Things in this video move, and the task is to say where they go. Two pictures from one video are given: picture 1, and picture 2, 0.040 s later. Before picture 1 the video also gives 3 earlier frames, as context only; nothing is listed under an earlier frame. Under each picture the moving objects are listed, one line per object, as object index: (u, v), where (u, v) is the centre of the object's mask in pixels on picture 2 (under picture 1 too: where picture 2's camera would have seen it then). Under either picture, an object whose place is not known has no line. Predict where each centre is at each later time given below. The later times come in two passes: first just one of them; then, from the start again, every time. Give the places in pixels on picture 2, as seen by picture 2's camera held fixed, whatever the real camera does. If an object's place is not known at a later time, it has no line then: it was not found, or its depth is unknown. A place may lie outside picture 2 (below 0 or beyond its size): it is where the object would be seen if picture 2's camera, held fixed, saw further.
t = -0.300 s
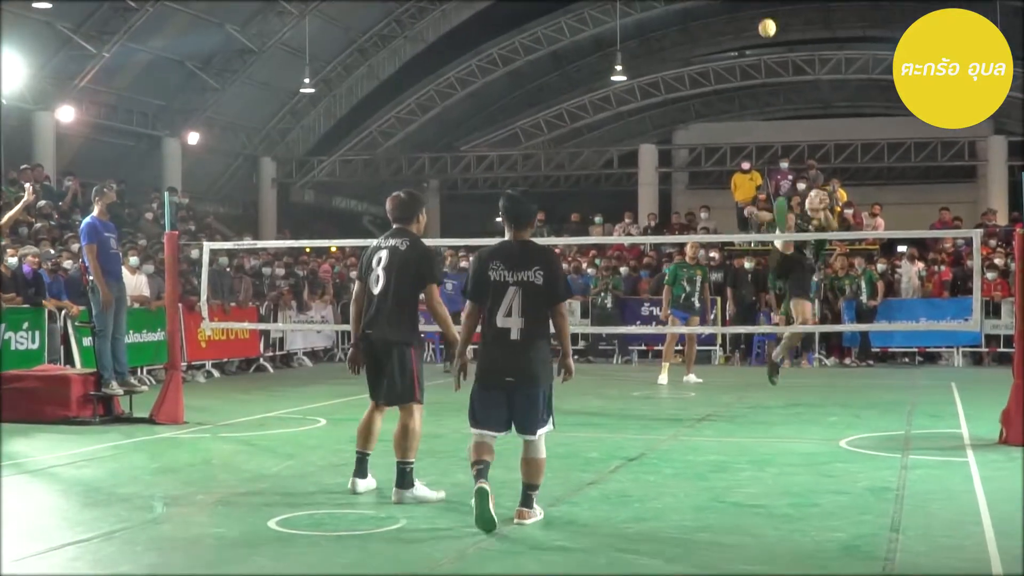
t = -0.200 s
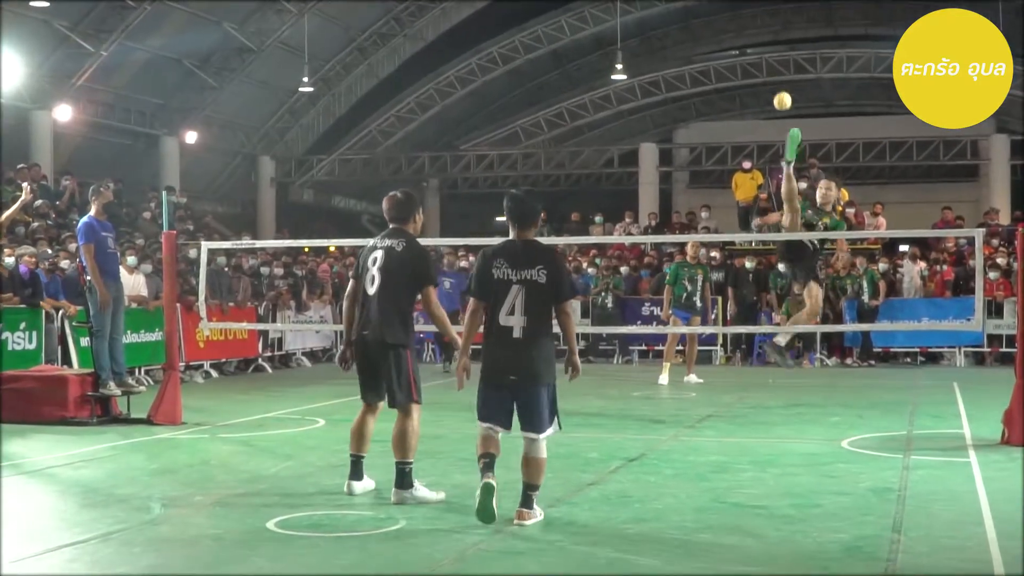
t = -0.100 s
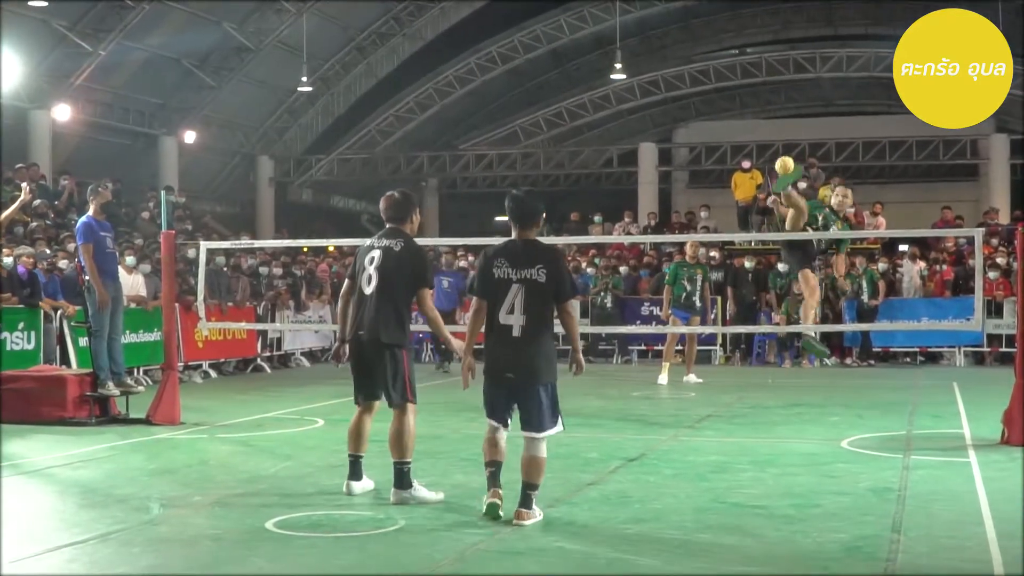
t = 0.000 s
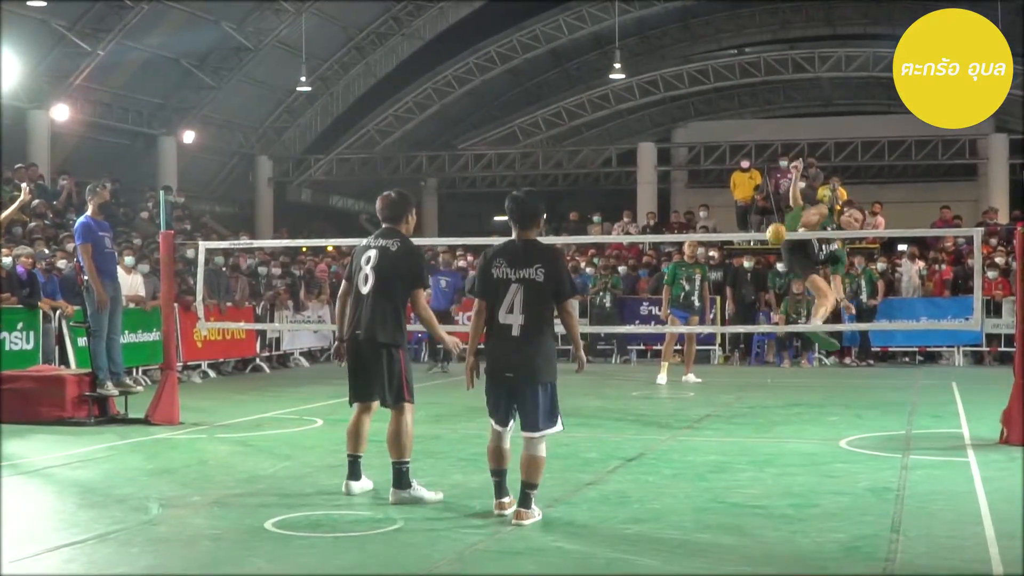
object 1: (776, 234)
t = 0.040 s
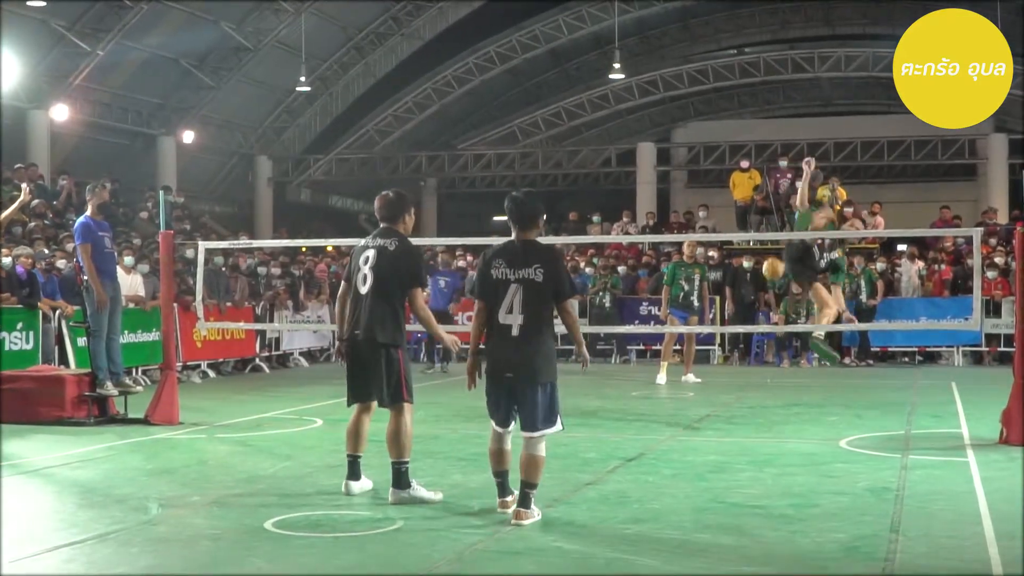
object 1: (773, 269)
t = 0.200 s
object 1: (759, 466)
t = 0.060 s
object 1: (771, 288)
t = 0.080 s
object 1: (769, 310)
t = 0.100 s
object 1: (768, 332)
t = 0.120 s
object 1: (766, 354)
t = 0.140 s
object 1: (764, 380)
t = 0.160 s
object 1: (763, 406)
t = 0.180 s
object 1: (760, 435)
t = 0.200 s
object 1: (759, 466)
